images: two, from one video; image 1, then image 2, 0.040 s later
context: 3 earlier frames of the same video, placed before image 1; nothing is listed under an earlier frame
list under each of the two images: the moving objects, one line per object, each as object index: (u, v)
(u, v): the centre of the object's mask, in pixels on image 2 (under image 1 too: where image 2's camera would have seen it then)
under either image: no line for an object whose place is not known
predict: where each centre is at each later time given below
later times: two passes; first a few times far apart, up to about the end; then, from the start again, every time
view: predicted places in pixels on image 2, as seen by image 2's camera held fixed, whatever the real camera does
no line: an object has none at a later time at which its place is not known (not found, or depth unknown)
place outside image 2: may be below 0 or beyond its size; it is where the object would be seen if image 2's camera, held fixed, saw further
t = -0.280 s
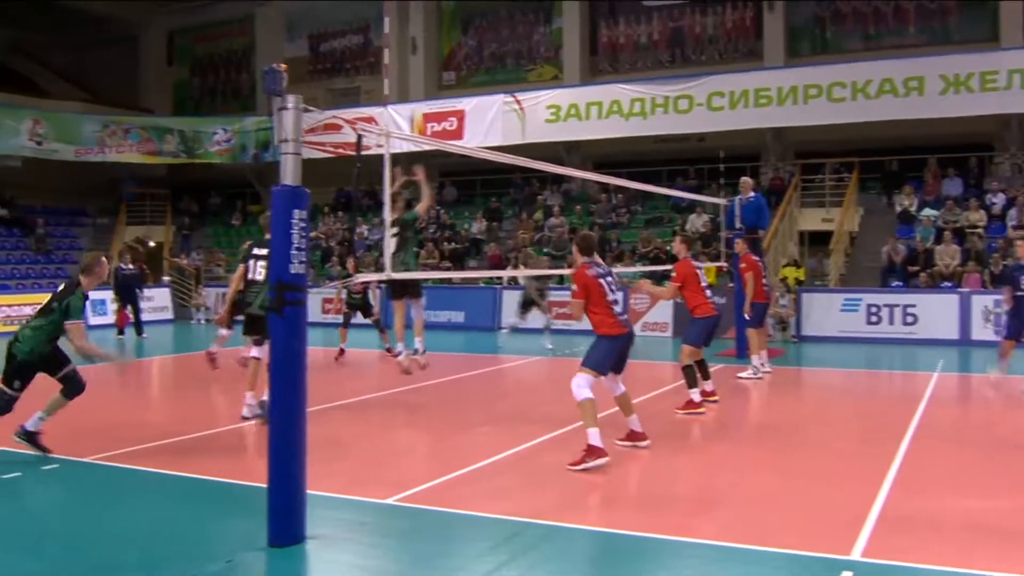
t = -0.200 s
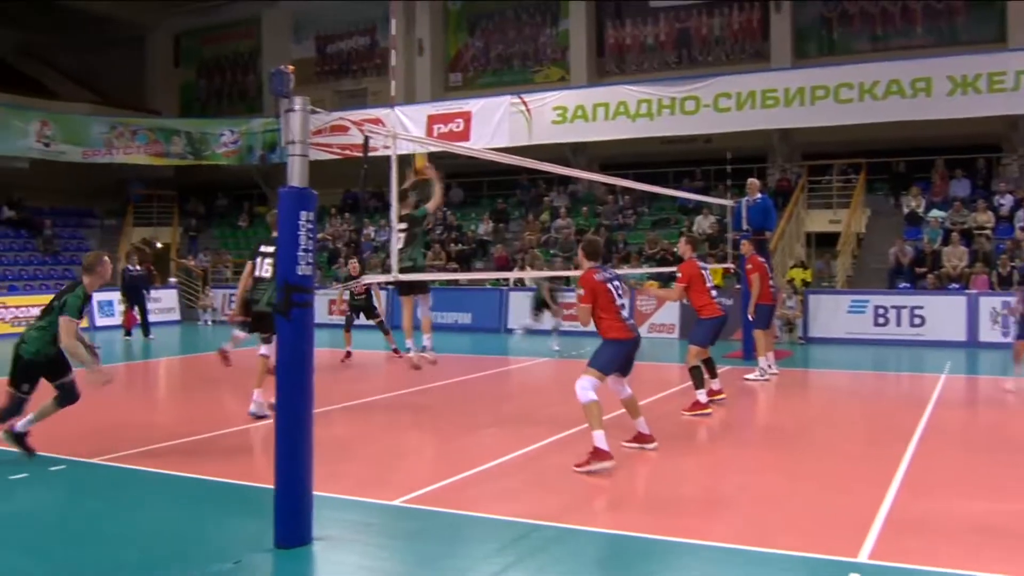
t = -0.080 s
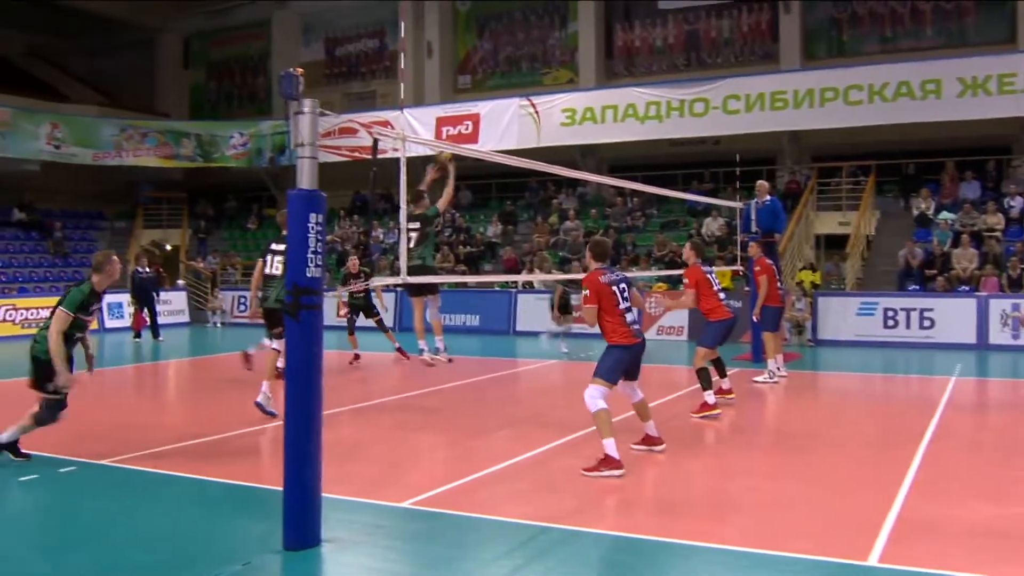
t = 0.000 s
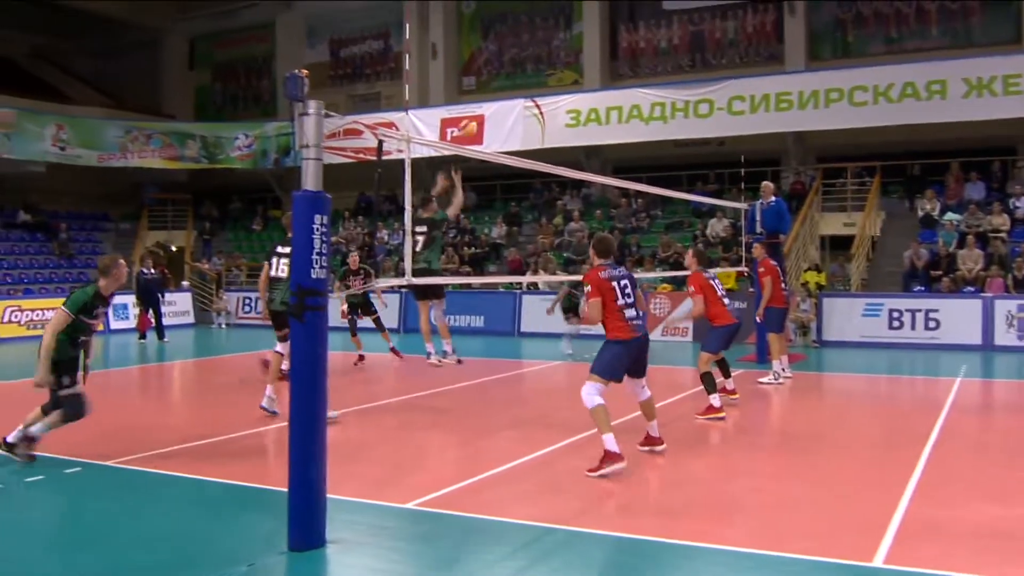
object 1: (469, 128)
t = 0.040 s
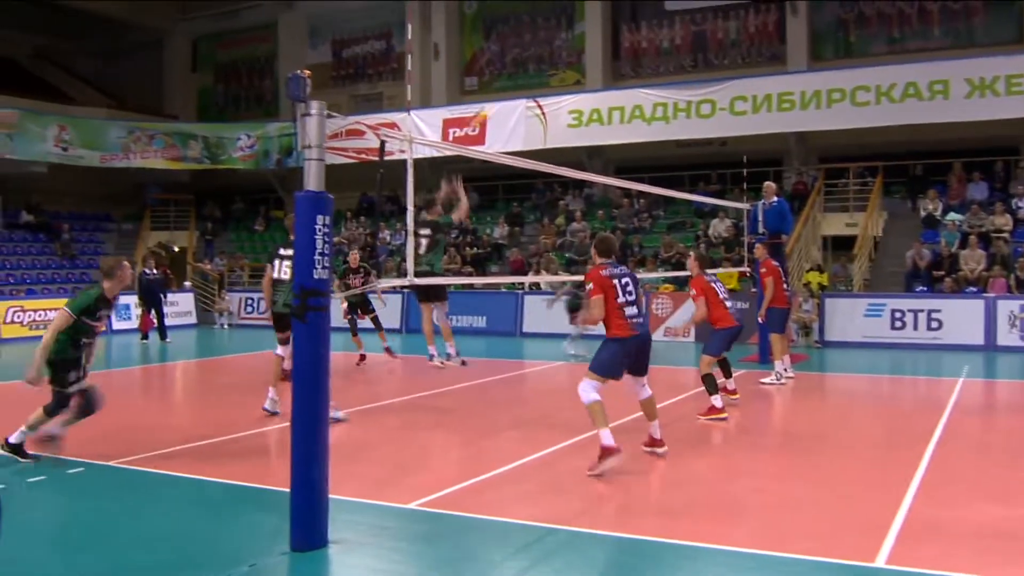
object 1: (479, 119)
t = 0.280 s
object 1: (528, 75)
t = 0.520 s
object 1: (564, 60)
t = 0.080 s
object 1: (488, 107)
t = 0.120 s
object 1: (497, 98)
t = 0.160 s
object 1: (505, 91)
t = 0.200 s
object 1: (513, 84)
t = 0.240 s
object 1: (520, 80)
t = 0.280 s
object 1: (528, 75)
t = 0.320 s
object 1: (534, 71)
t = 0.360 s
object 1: (541, 67)
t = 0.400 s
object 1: (547, 65)
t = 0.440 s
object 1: (553, 62)
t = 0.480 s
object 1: (558, 61)
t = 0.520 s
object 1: (564, 60)
